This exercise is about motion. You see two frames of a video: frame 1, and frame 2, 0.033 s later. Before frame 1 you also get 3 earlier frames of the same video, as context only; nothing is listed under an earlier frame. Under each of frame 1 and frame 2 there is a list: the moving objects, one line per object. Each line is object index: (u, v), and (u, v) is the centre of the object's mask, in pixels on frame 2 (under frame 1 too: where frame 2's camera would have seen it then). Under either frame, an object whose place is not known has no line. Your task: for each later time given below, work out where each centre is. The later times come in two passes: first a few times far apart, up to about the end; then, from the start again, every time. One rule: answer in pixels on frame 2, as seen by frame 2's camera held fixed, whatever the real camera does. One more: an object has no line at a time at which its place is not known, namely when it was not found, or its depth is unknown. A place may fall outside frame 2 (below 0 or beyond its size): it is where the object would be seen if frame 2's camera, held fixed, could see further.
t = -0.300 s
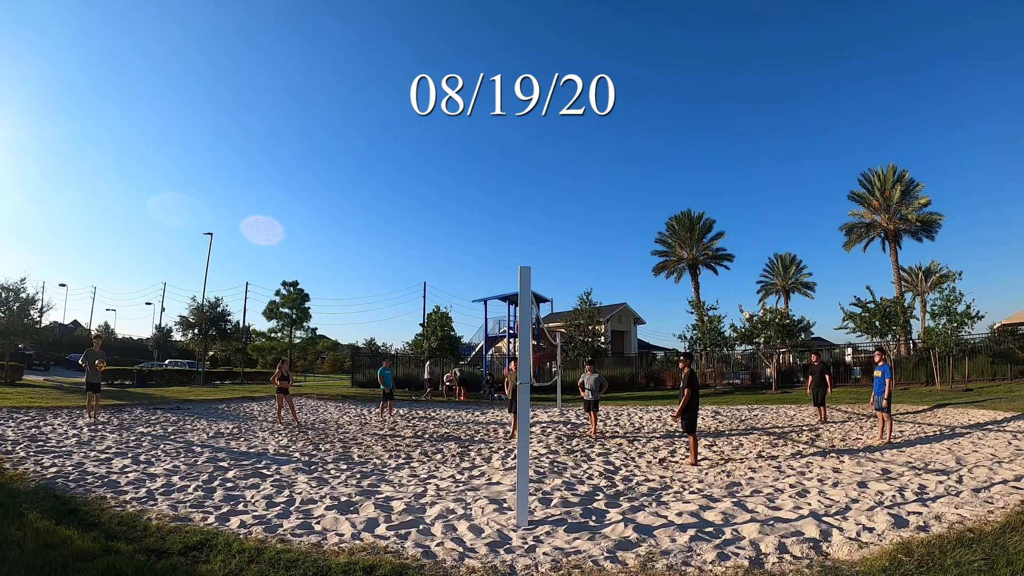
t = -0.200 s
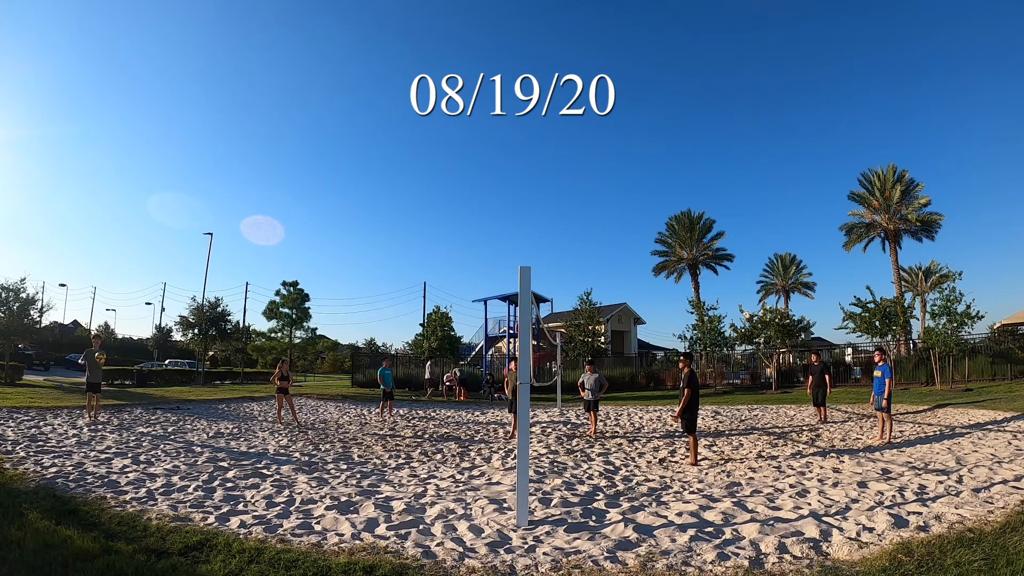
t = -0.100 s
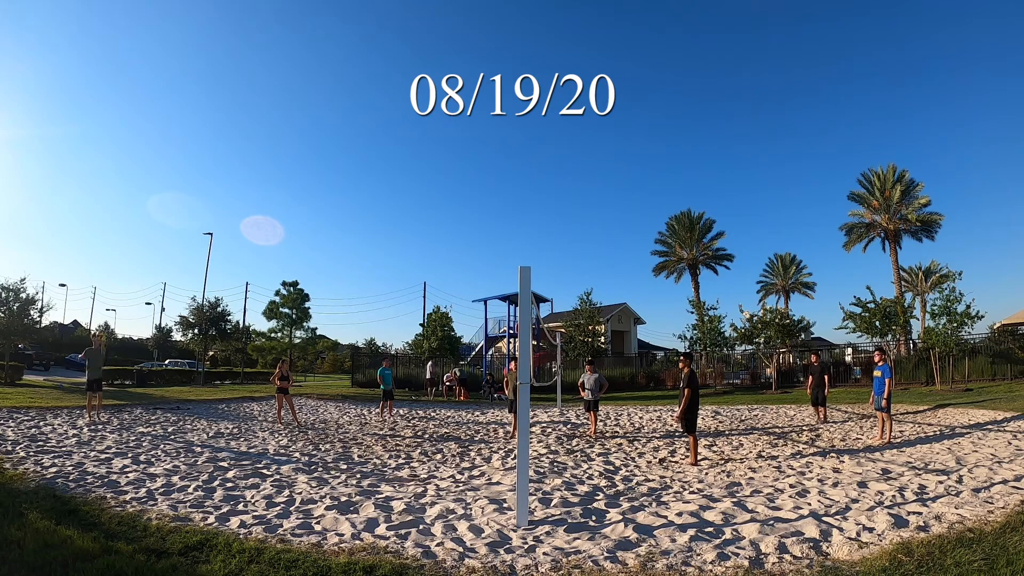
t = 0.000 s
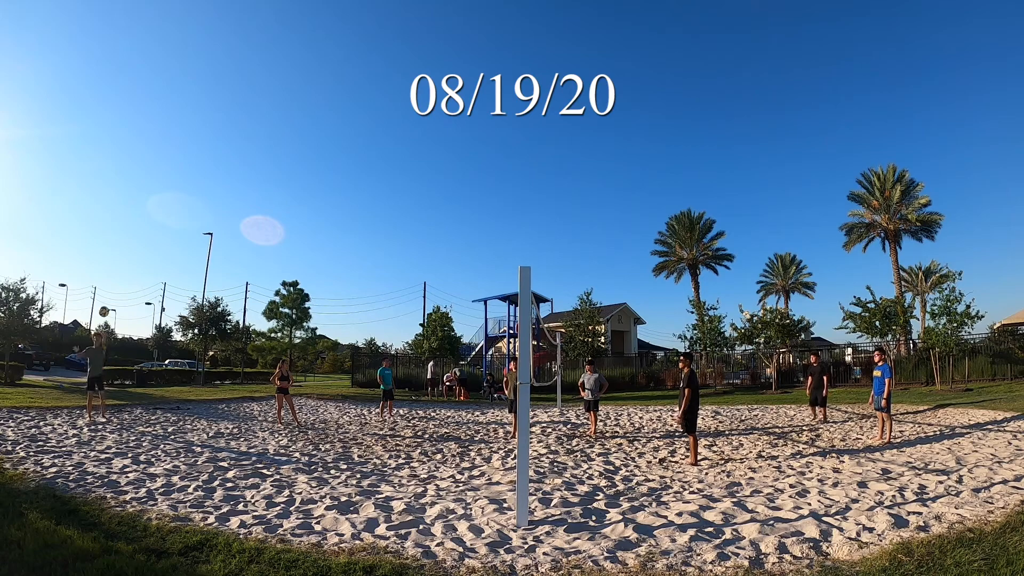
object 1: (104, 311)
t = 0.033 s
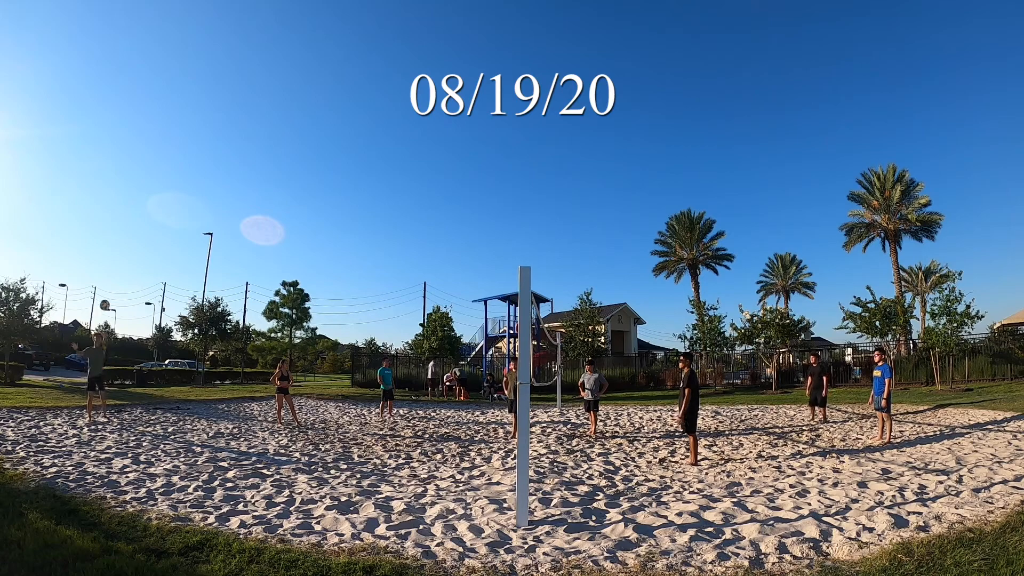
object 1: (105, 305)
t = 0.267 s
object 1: (108, 275)
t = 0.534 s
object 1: (107, 275)
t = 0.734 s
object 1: (103, 298)
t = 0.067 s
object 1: (105, 299)
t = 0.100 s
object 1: (105, 293)
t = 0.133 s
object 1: (106, 289)
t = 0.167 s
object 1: (107, 284)
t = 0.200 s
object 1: (107, 281)
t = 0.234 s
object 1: (107, 278)
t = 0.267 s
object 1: (108, 275)
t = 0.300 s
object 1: (108, 273)
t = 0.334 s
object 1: (108, 272)
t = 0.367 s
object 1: (108, 271)
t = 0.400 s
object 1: (108, 271)
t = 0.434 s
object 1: (108, 271)
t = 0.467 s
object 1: (108, 272)
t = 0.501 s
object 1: (107, 273)
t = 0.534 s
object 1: (107, 275)
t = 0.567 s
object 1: (106, 277)
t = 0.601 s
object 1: (106, 280)
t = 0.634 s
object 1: (105, 284)
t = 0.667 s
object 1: (105, 288)
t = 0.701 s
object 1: (104, 292)
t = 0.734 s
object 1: (103, 298)
